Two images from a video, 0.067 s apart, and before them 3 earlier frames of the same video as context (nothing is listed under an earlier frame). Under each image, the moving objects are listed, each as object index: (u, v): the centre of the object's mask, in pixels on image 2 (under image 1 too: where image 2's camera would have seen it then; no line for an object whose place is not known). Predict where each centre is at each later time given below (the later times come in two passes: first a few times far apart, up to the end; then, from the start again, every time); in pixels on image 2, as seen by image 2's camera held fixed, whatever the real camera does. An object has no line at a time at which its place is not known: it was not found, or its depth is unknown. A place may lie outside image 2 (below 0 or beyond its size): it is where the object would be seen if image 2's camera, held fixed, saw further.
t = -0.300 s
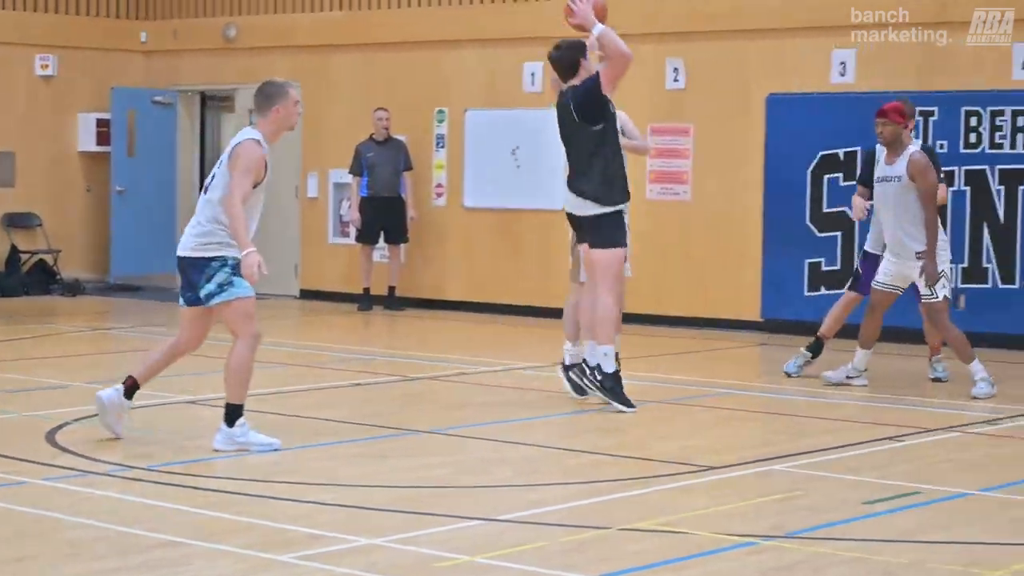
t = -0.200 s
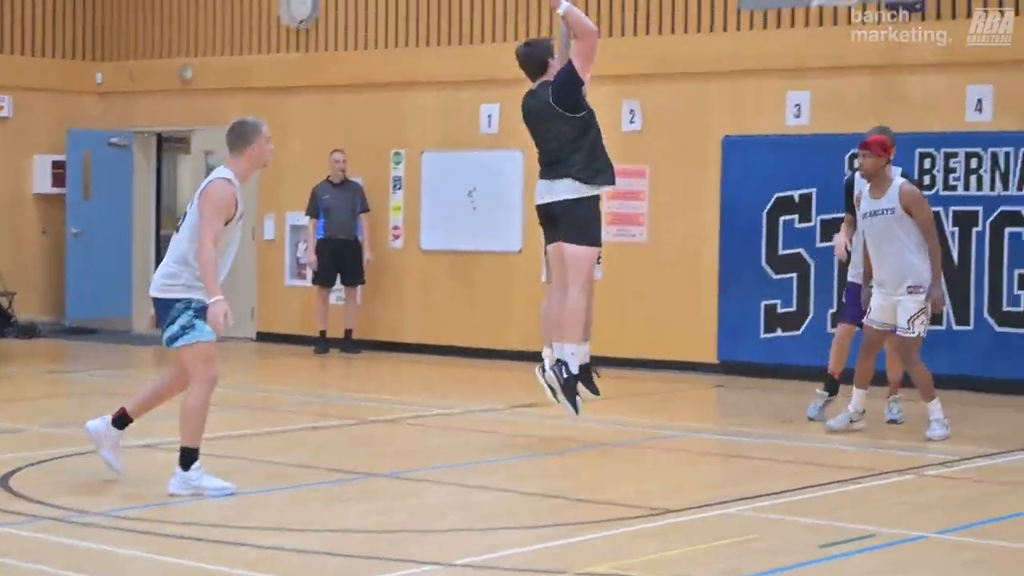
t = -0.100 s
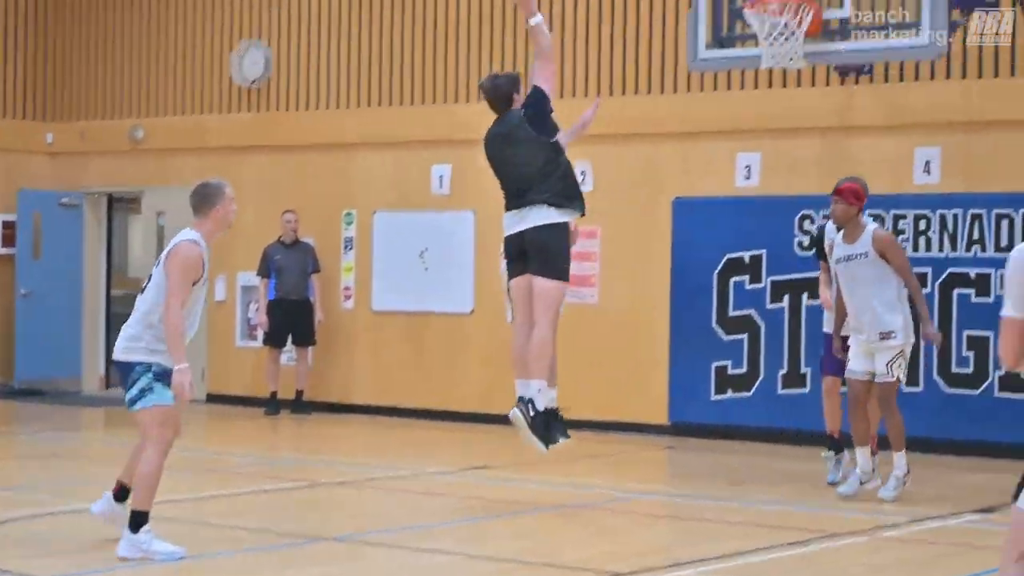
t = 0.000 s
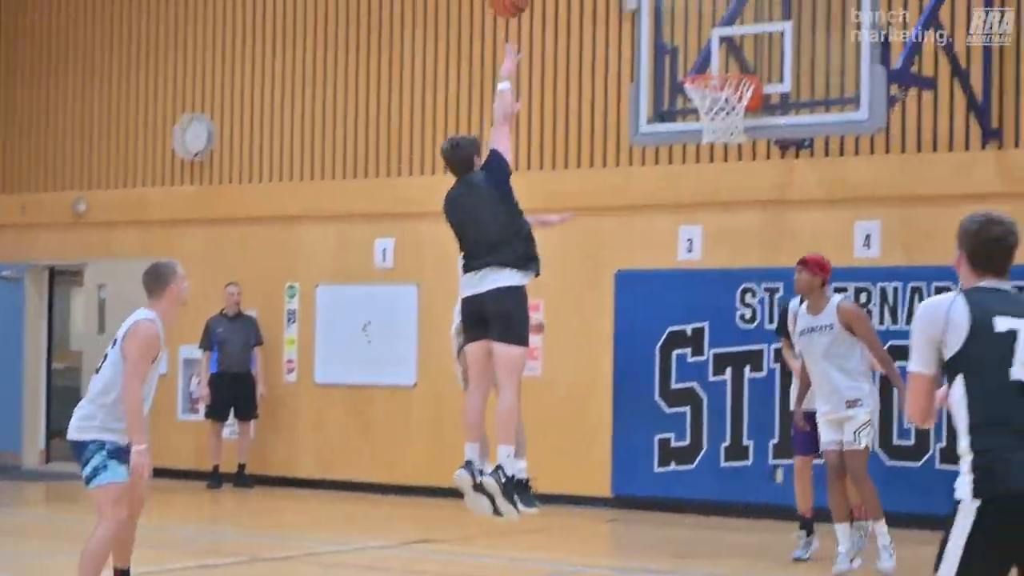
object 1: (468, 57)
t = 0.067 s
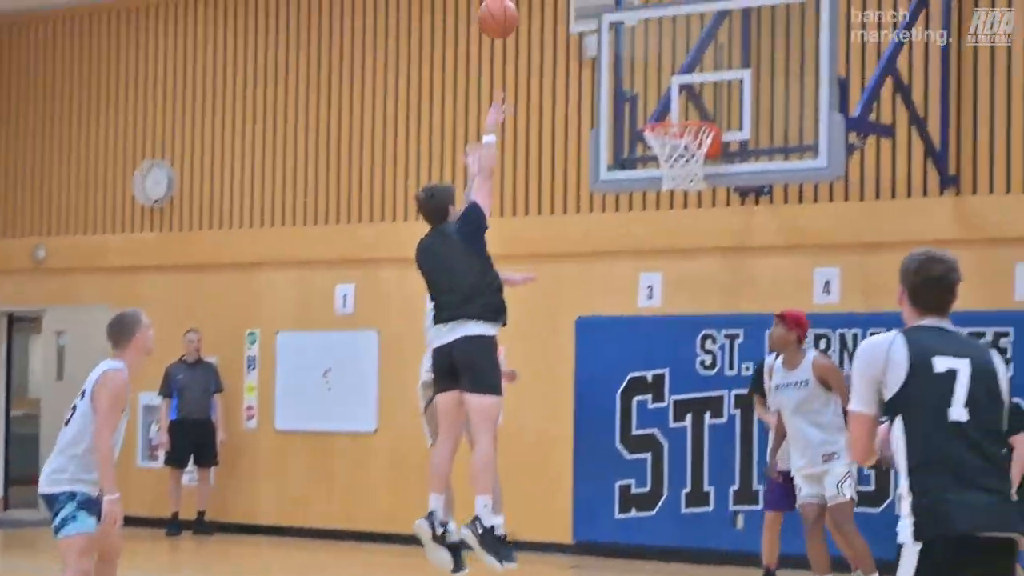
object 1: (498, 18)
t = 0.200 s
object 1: (551, -15)
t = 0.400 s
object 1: (625, -4)
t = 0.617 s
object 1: (686, 69)
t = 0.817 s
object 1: (687, 91)
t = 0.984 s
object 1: (736, 75)
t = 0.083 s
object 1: (504, 12)
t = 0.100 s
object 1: (511, 6)
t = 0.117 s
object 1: (519, 1)
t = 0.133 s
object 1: (525, -3)
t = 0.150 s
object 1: (532, -6)
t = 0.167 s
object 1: (539, -10)
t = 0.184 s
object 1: (545, -12)
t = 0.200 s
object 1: (551, -15)
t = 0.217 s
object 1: (558, -16)
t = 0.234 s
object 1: (565, -17)
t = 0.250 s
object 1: (572, -18)
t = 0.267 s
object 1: (577, -18)
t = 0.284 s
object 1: (584, -18)
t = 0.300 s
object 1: (590, -17)
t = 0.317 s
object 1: (596, -16)
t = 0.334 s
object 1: (602, -15)
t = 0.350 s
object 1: (608, -13)
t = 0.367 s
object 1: (613, -11)
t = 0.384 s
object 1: (619, -8)
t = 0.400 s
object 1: (625, -4)
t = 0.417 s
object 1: (631, -1)
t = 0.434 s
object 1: (636, 3)
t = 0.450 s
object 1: (643, 8)
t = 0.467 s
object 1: (648, 12)
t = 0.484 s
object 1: (654, 18)
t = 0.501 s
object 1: (659, 24)
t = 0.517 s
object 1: (664, 29)
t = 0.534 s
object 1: (669, 36)
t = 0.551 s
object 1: (675, 42)
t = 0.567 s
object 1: (680, 49)
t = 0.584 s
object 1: (686, 57)
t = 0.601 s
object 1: (689, 64)
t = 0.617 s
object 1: (686, 69)
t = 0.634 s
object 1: (683, 75)
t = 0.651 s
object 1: (678, 81)
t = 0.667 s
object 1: (675, 88)
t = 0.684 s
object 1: (672, 95)
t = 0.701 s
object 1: (667, 102)
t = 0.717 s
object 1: (663, 108)
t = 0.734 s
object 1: (661, 111)
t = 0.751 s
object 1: (666, 107)
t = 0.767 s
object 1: (672, 104)
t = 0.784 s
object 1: (677, 99)
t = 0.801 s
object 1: (682, 95)
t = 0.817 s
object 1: (687, 91)
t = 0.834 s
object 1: (691, 87)
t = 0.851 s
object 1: (696, 84)
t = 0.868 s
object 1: (701, 81)
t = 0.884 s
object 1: (706, 80)
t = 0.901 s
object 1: (711, 78)
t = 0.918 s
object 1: (716, 76)
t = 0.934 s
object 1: (720, 76)
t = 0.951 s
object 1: (726, 74)
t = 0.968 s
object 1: (731, 75)
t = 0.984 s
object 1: (736, 75)
